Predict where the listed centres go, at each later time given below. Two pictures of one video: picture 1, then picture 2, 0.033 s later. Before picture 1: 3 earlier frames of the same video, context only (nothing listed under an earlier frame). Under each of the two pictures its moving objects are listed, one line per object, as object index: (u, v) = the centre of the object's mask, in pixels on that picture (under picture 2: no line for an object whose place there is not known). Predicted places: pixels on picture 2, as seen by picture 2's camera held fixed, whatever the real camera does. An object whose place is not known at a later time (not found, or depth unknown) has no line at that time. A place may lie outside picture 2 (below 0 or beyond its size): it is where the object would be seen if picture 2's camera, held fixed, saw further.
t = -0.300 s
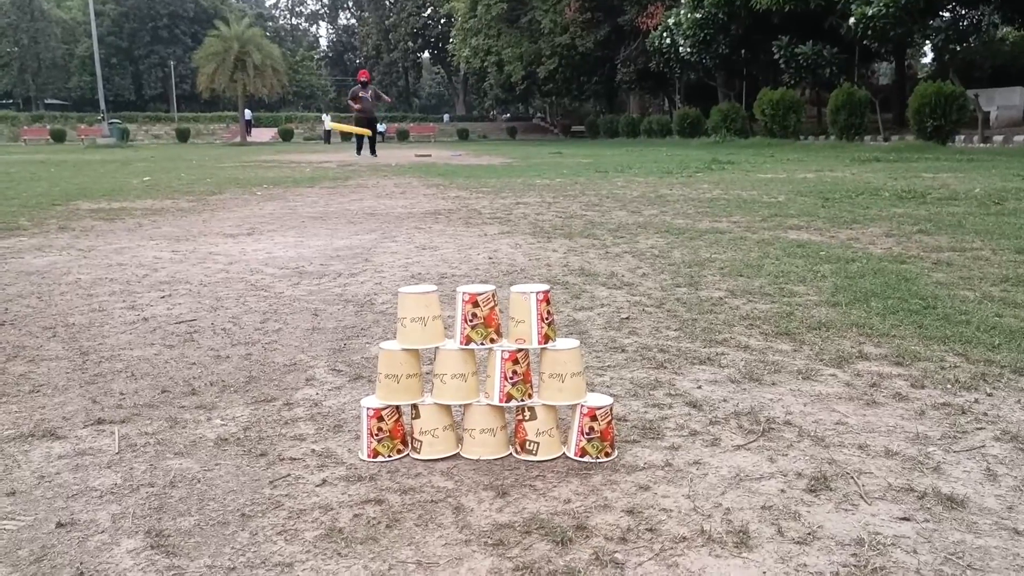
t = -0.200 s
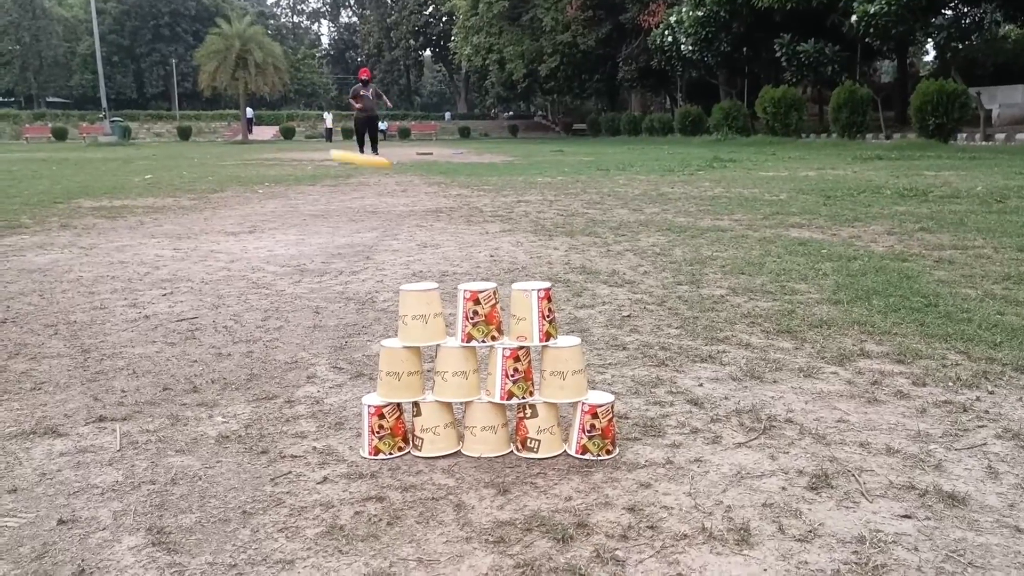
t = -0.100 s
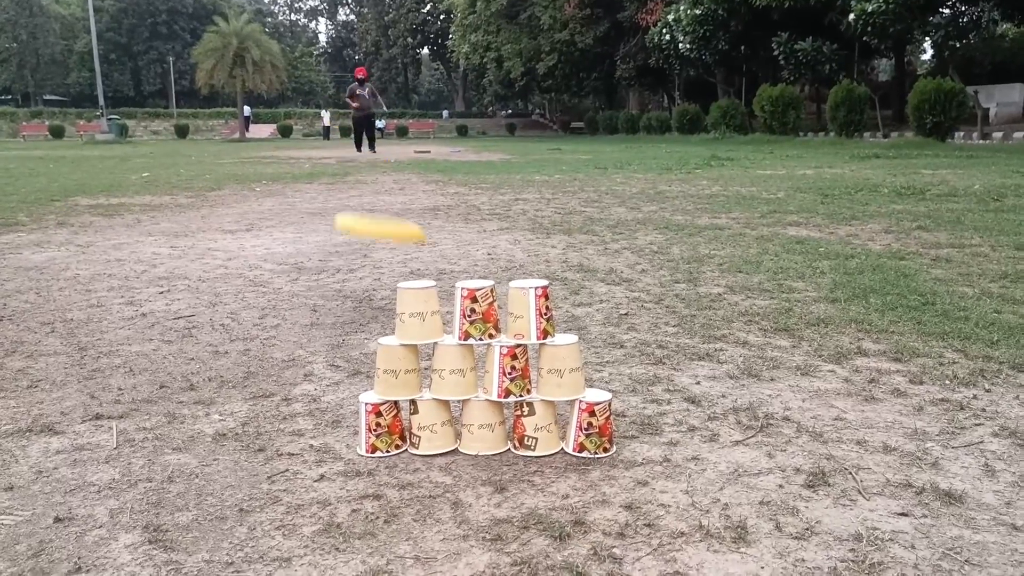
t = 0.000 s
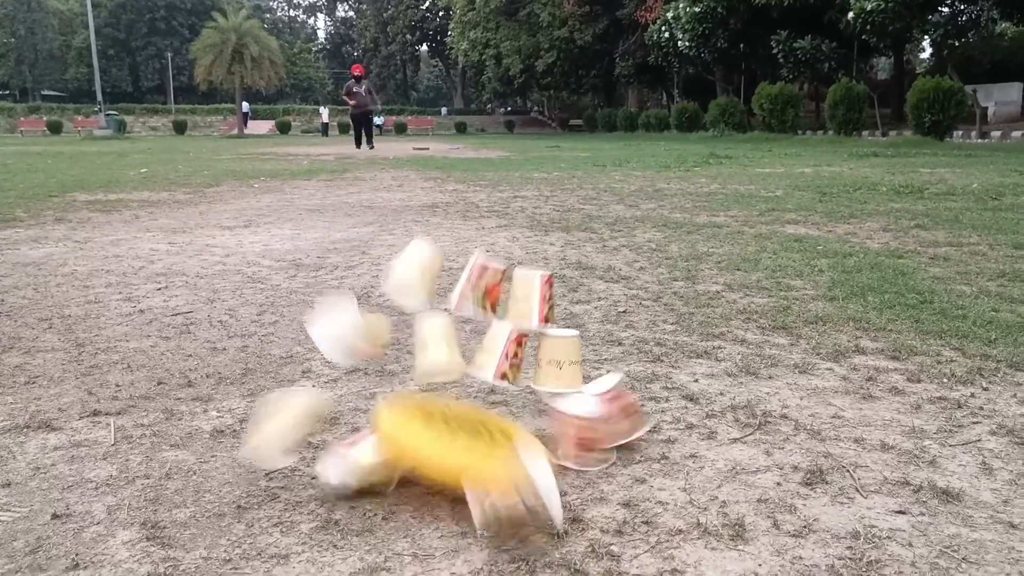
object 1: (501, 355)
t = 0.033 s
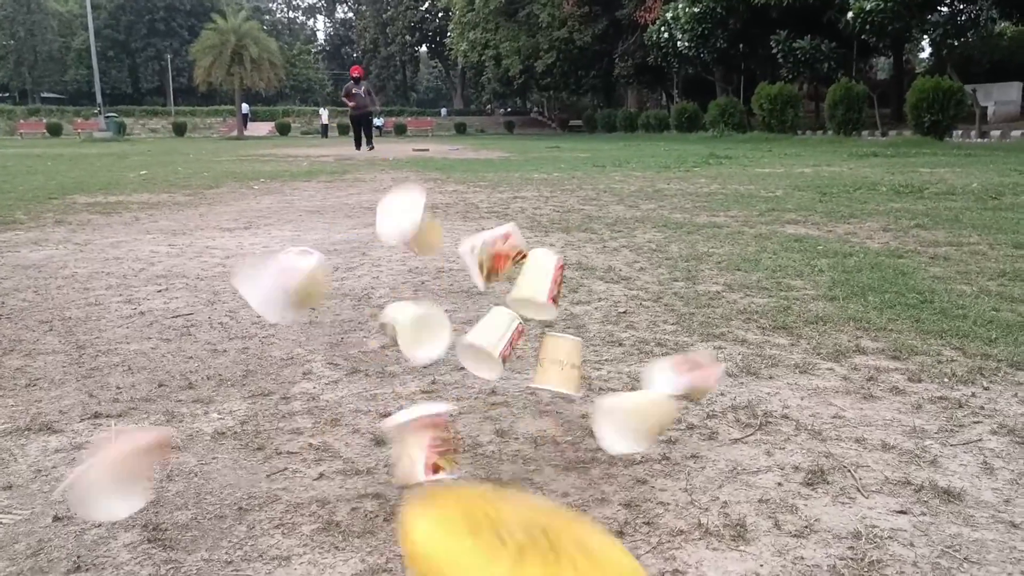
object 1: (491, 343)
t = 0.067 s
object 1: (481, 338)
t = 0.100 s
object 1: (481, 335)
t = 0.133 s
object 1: (471, 343)
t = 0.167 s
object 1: (457, 363)
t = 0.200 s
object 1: (449, 393)
